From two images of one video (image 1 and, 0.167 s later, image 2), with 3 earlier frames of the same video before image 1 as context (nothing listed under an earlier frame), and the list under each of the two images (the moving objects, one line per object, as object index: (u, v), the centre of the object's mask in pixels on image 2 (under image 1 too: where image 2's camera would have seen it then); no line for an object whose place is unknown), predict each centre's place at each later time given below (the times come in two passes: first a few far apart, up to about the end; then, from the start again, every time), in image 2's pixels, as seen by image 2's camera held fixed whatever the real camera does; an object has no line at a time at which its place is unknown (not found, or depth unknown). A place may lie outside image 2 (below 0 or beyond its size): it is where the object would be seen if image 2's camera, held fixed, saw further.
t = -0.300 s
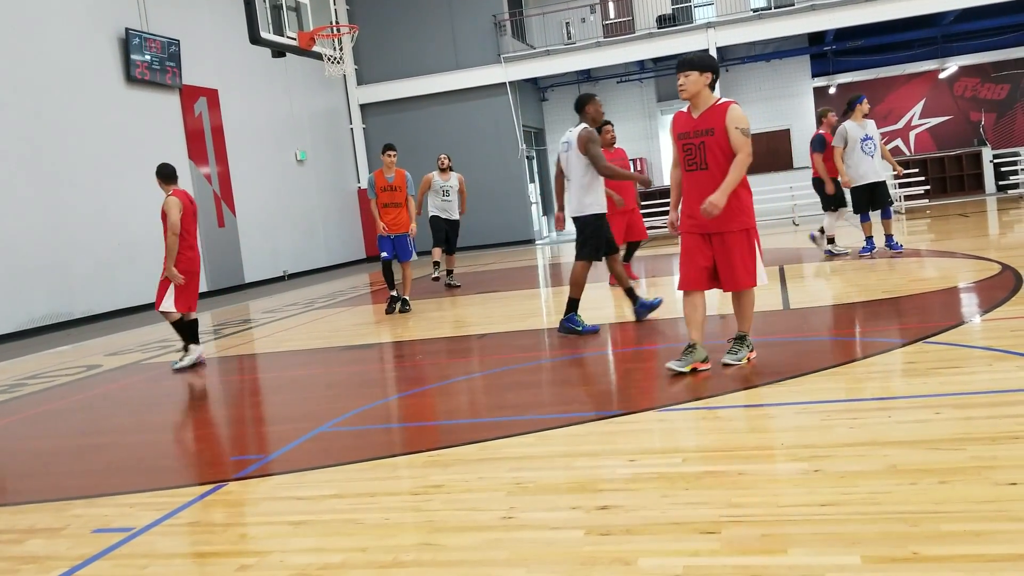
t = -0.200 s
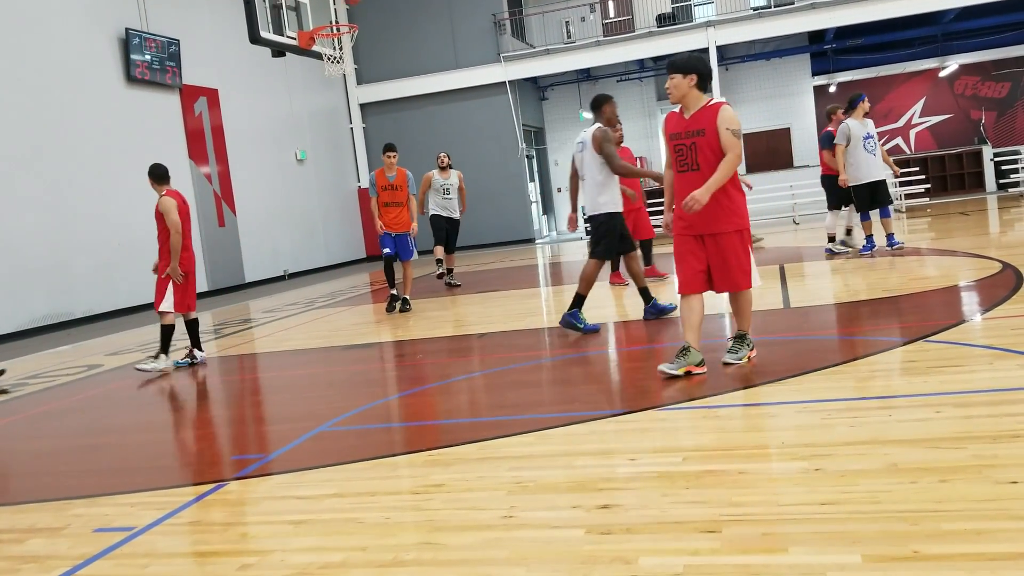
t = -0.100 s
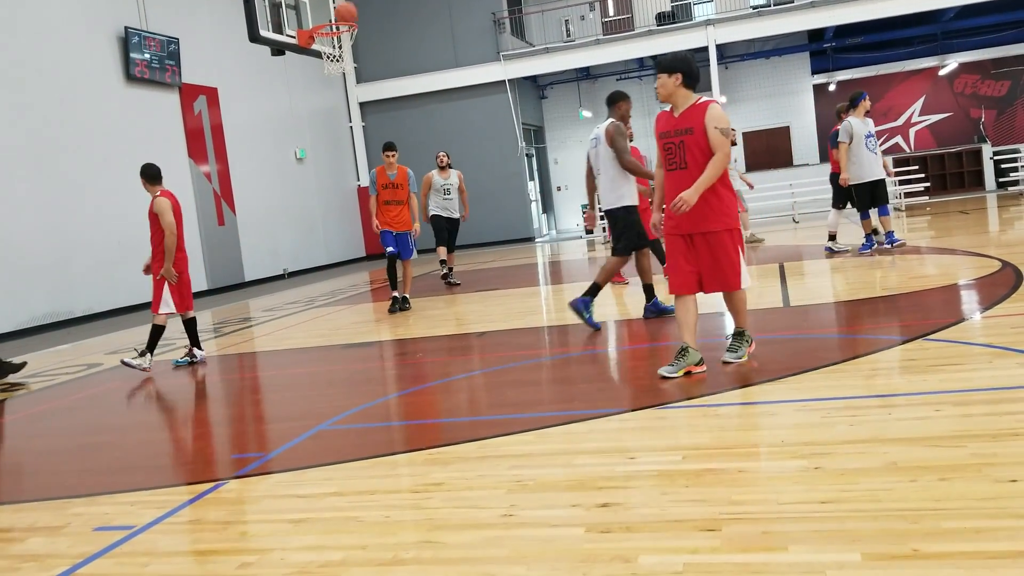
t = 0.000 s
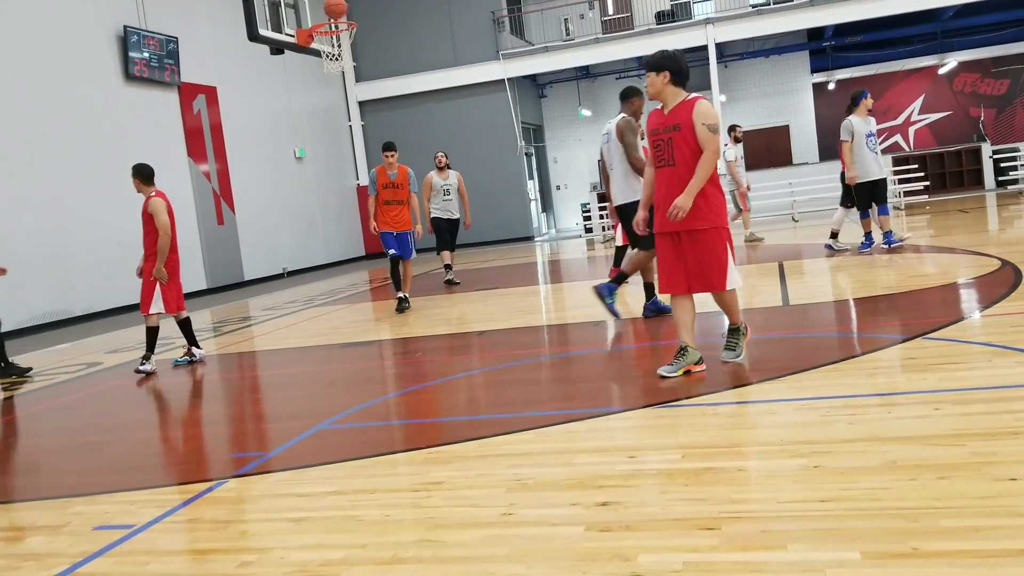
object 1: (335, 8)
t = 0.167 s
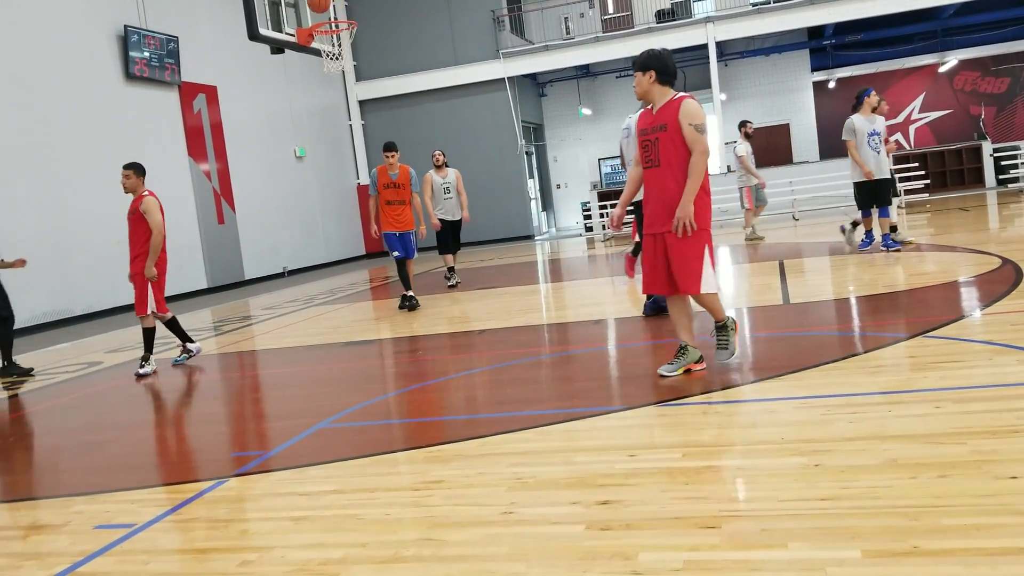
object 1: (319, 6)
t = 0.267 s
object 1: (310, 11)
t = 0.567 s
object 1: (291, 104)
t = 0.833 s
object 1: (285, 278)
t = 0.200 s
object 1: (316, 7)
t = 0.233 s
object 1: (313, 8)
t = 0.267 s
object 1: (310, 11)
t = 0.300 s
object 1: (307, 16)
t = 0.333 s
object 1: (305, 21)
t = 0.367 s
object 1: (303, 31)
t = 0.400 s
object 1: (300, 39)
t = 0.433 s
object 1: (298, 49)
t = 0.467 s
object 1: (296, 60)
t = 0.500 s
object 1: (294, 74)
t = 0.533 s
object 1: (293, 88)
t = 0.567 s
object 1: (291, 104)
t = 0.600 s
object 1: (290, 120)
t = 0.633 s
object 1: (289, 138)
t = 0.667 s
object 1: (288, 158)
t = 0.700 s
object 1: (287, 179)
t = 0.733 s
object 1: (286, 202)
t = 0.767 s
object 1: (286, 225)
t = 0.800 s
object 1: (285, 251)
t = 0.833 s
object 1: (285, 278)
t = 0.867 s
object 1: (285, 305)
